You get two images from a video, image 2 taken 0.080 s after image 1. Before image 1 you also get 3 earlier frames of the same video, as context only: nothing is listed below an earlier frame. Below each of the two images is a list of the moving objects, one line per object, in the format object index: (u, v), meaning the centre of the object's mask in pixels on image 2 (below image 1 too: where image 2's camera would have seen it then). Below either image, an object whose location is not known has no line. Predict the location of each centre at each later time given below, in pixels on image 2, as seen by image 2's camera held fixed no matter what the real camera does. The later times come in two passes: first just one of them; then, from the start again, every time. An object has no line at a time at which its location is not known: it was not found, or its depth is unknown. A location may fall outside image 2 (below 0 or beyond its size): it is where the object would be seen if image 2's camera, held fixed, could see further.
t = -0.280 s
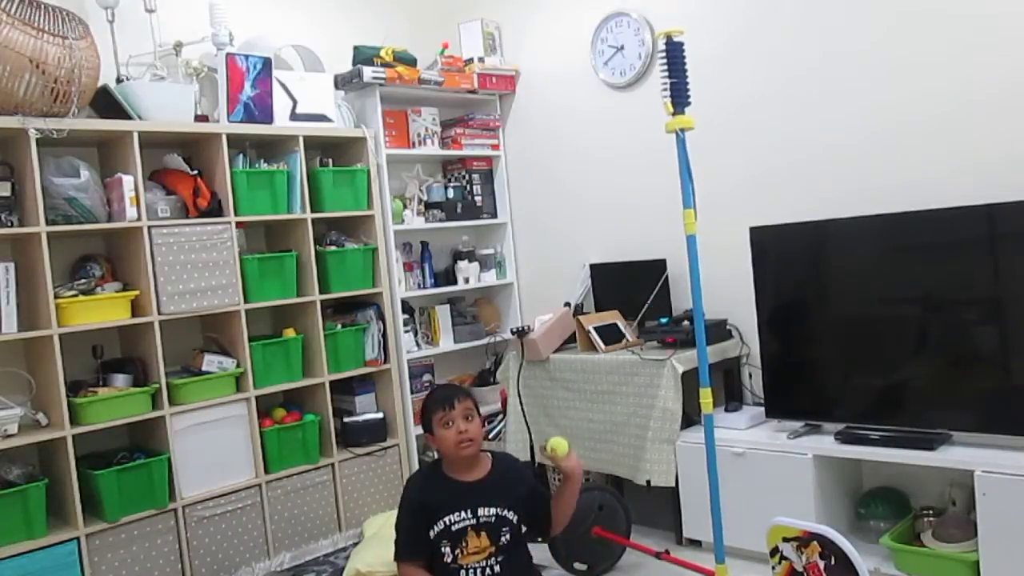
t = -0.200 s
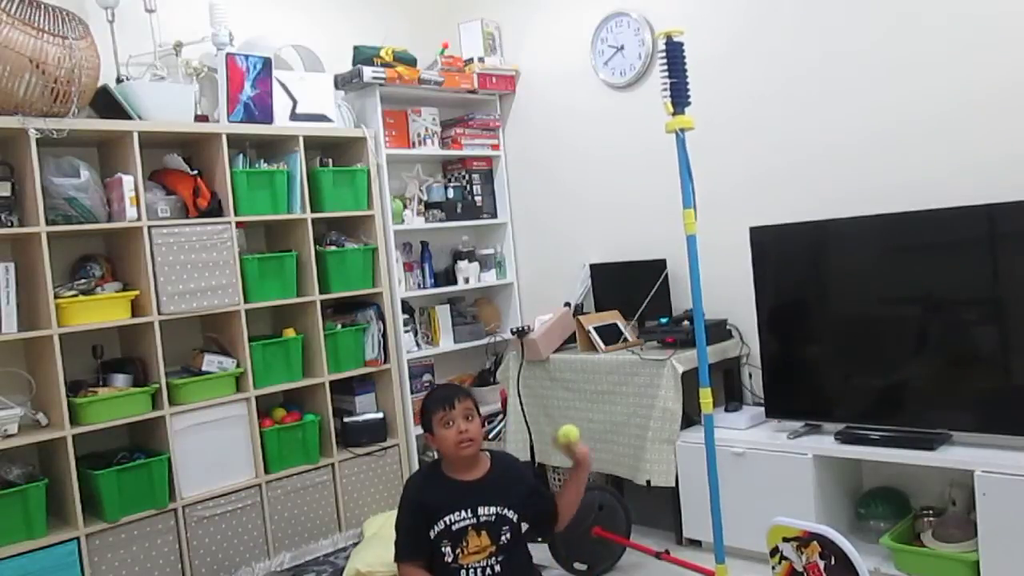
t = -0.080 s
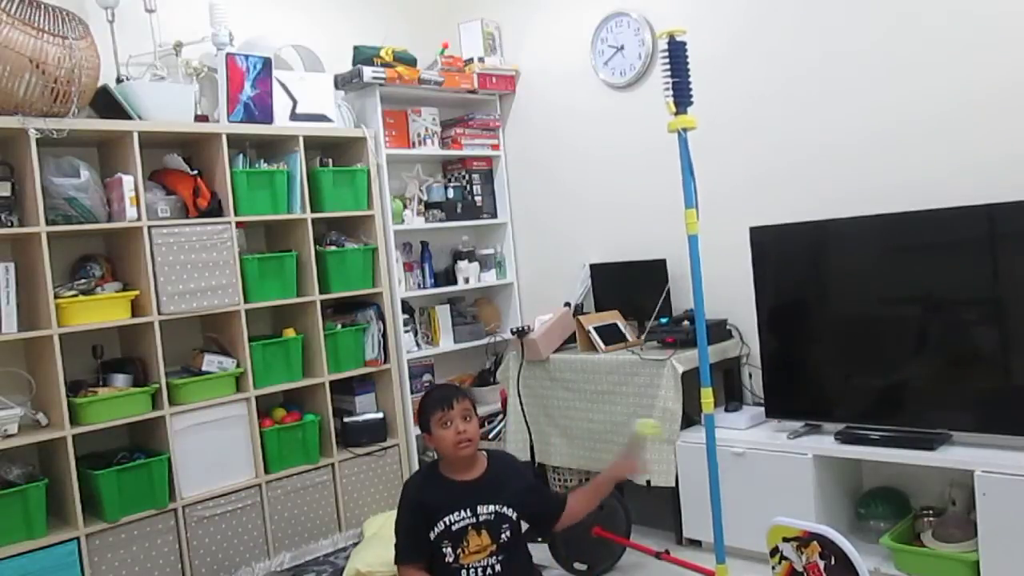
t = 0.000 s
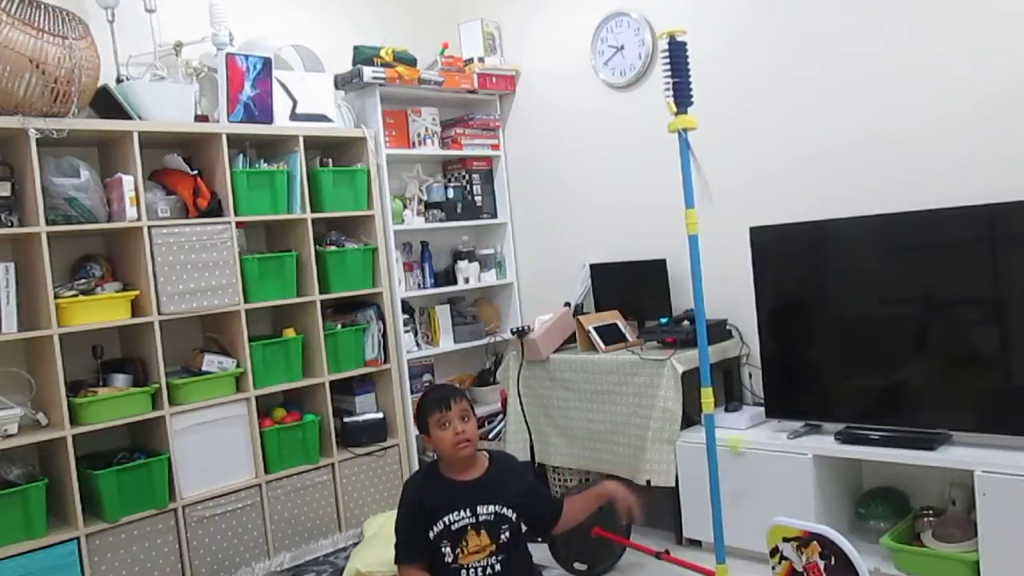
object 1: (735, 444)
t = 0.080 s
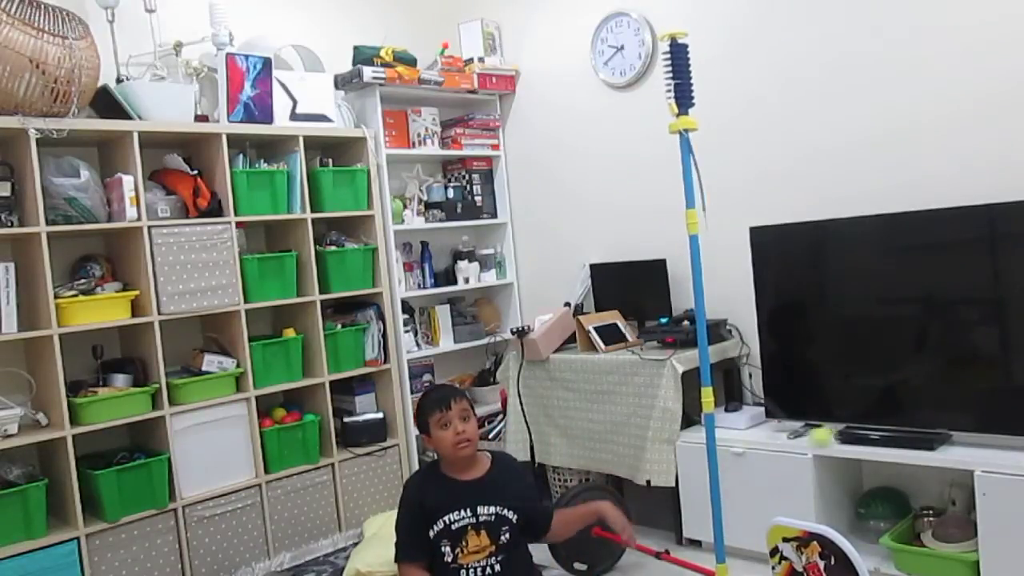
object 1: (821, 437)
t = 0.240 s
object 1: (1002, 440)
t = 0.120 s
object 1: (865, 435)
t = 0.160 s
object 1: (911, 437)
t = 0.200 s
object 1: (957, 440)
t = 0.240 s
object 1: (1002, 440)
